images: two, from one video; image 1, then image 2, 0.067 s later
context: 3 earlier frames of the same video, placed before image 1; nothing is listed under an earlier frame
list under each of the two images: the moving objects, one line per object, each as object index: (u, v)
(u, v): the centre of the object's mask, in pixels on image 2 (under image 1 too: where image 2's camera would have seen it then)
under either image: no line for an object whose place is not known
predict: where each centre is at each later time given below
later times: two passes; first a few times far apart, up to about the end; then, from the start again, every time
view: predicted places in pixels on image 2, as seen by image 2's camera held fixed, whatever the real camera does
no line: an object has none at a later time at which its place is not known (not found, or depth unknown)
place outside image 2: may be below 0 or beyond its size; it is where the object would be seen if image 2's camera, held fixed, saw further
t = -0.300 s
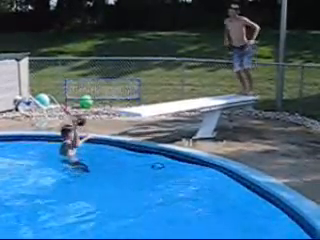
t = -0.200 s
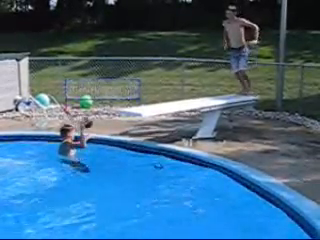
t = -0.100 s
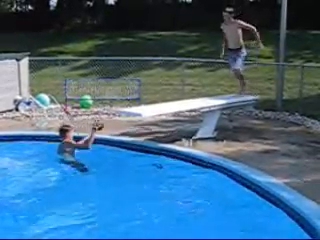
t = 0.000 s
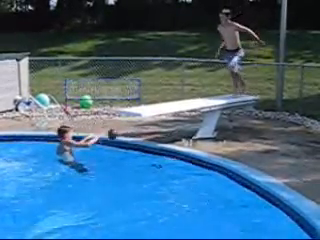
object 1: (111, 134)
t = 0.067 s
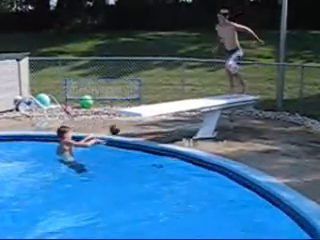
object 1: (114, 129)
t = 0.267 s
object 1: (107, 89)
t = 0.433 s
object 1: (96, 58)
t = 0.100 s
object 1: (114, 122)
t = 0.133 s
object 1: (113, 115)
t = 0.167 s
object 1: (112, 109)
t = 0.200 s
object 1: (110, 102)
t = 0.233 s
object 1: (108, 96)
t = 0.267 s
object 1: (107, 89)
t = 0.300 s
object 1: (106, 83)
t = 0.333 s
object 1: (105, 76)
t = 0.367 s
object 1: (102, 72)
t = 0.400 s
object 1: (100, 66)
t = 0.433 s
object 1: (96, 58)
